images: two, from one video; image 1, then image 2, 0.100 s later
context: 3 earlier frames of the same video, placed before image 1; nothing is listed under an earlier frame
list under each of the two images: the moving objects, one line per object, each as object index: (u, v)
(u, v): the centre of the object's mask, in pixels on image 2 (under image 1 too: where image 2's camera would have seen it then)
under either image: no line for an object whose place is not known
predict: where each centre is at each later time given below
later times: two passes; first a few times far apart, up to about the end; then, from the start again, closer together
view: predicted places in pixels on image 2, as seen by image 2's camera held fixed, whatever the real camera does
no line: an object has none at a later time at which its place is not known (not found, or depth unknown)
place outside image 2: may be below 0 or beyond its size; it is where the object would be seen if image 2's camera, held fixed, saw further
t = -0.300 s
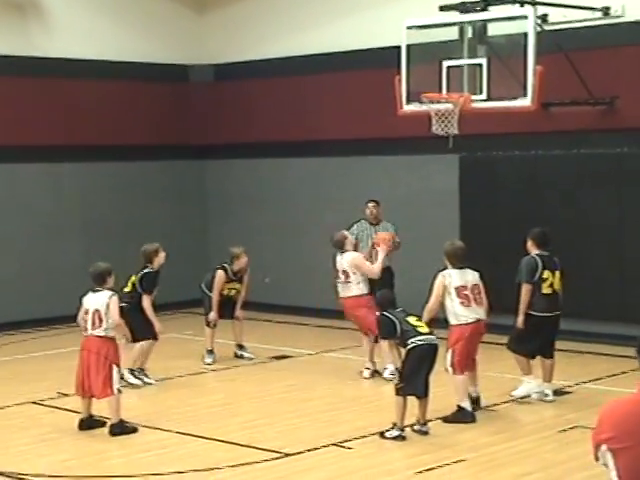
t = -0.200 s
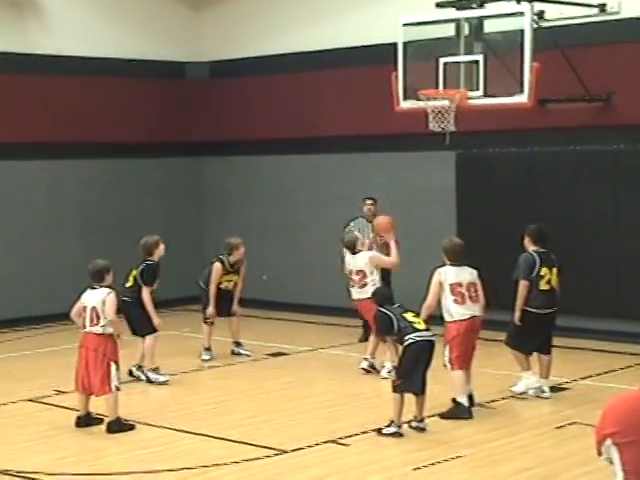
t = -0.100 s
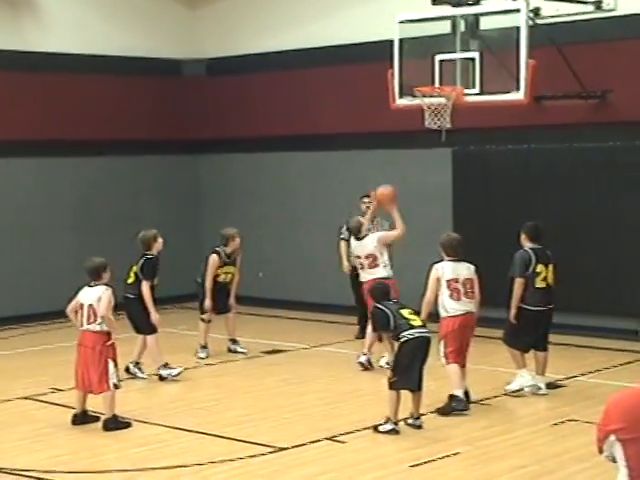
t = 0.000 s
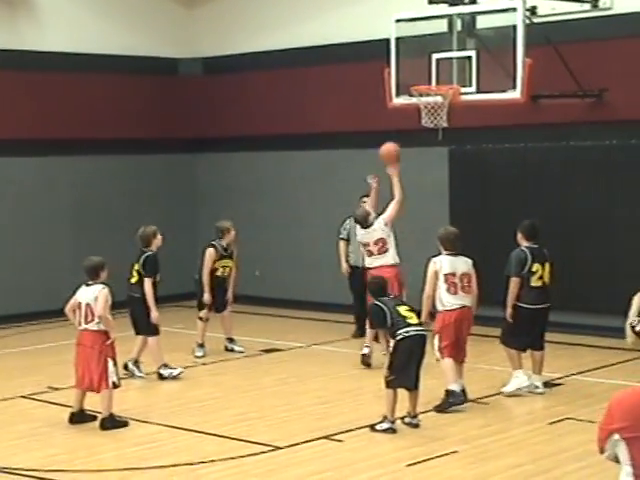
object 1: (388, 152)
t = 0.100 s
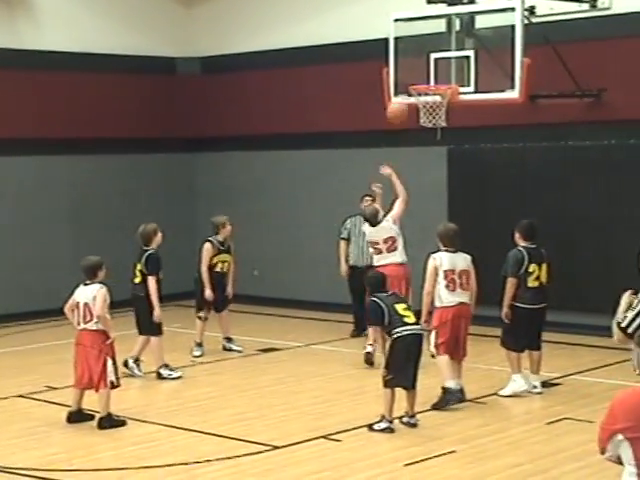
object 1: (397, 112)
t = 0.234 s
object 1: (410, 73)
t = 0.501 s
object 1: (434, 46)
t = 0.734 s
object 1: (453, 71)
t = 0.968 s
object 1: (446, 58)
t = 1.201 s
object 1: (437, 83)
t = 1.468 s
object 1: (430, 173)
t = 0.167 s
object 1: (404, 90)
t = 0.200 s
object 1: (407, 82)
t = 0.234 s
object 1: (410, 73)
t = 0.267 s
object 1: (412, 67)
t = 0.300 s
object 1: (415, 58)
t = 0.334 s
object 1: (419, 54)
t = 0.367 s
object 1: (422, 50)
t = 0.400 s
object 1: (425, 48)
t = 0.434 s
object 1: (428, 46)
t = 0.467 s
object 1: (431, 45)
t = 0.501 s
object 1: (434, 46)
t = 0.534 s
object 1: (437, 46)
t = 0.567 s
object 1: (441, 48)
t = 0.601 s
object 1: (444, 50)
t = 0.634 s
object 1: (447, 55)
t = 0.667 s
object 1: (450, 61)
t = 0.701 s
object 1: (452, 66)
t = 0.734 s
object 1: (453, 71)
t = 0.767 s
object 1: (451, 74)
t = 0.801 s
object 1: (451, 70)
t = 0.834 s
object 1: (448, 66)
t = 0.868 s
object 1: (448, 63)
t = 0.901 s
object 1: (447, 61)
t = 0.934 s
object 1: (446, 59)
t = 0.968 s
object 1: (446, 58)
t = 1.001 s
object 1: (445, 58)
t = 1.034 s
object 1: (443, 60)
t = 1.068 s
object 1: (442, 63)
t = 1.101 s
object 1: (440, 66)
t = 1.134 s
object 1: (439, 71)
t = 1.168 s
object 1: (438, 77)
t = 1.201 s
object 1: (437, 83)
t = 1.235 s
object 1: (437, 91)
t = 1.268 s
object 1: (434, 100)
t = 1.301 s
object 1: (434, 109)
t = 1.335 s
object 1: (433, 120)
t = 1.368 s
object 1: (431, 132)
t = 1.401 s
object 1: (431, 144)
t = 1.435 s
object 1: (431, 158)
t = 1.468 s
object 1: (430, 173)
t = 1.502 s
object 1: (429, 188)
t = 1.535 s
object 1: (428, 205)
